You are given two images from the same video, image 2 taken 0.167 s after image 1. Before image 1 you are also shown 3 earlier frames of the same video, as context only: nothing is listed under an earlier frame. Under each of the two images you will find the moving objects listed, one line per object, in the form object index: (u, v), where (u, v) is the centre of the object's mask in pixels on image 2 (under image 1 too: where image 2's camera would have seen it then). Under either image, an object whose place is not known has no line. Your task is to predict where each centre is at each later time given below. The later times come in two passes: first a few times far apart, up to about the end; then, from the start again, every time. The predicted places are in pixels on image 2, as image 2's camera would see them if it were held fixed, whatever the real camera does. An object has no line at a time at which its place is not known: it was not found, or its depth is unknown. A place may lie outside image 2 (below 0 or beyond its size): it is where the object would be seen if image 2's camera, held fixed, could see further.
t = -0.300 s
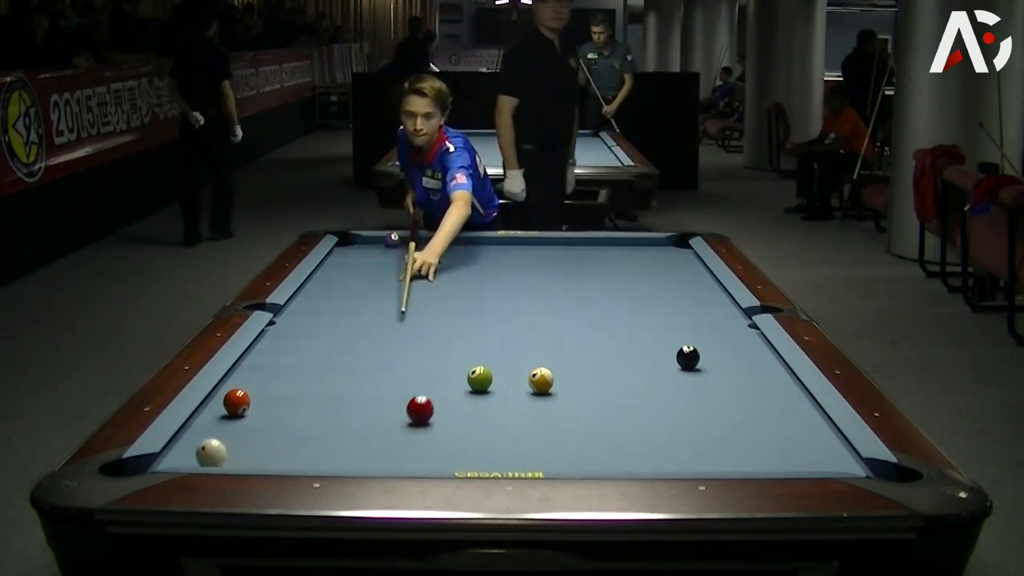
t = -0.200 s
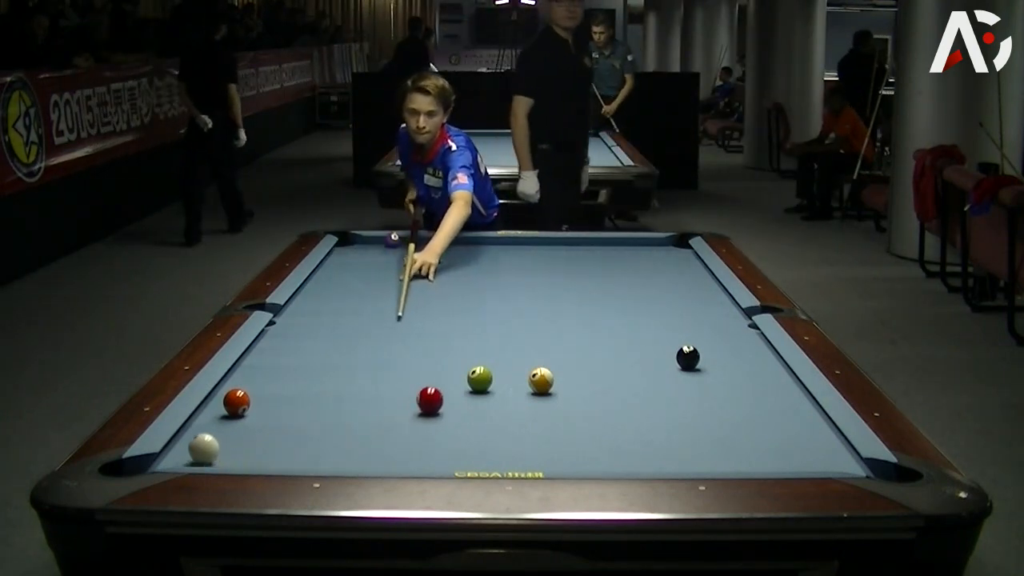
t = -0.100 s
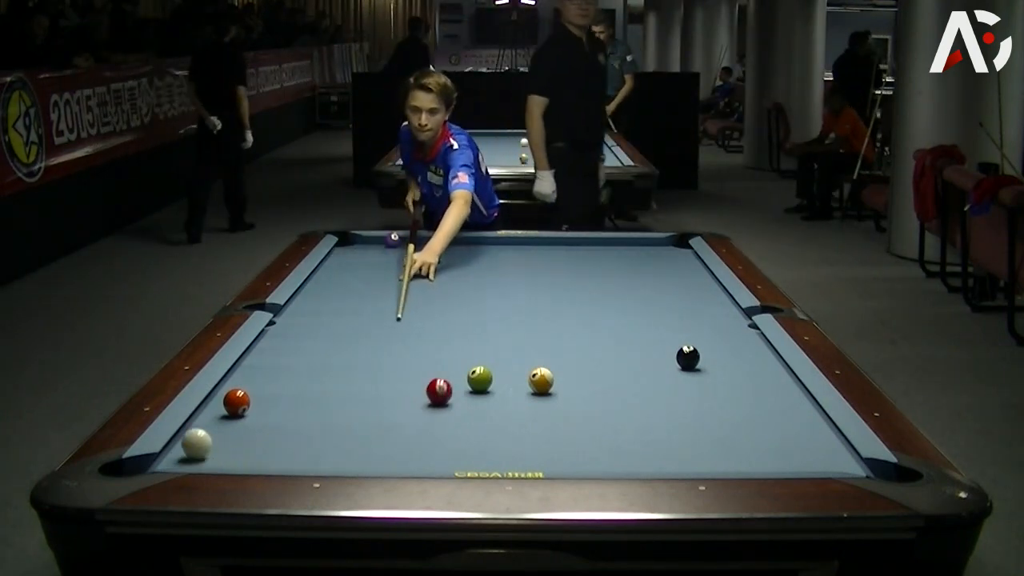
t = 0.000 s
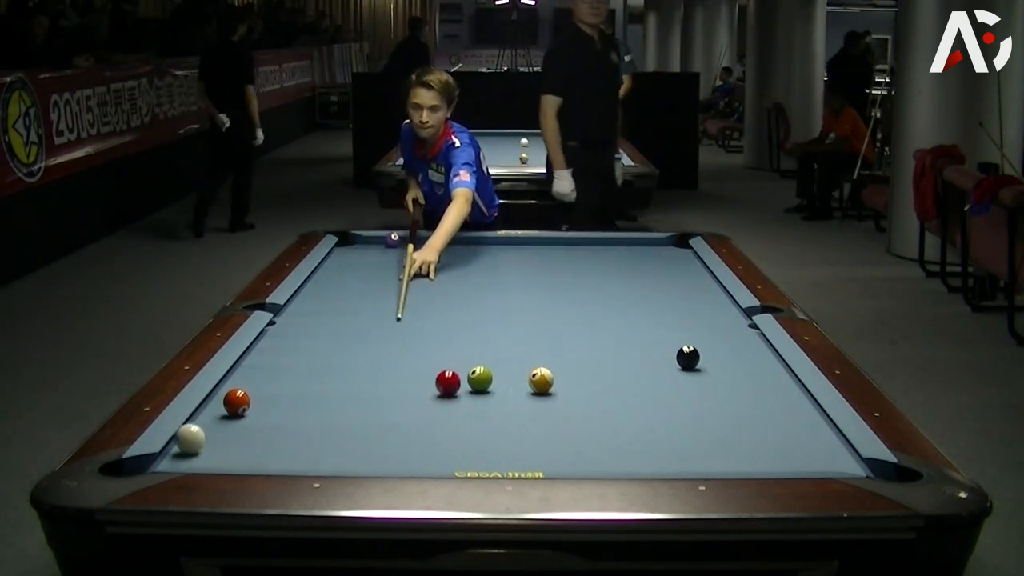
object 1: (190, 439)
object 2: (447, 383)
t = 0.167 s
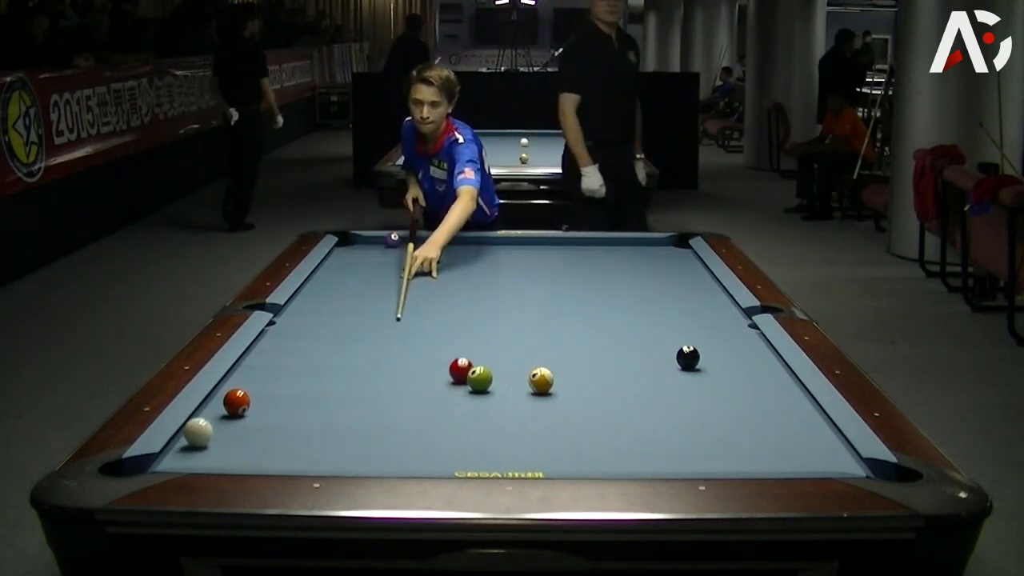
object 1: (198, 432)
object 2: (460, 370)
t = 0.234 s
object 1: (203, 429)
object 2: (464, 364)
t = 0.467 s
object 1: (221, 422)
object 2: (482, 350)
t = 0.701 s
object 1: (236, 416)
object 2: (496, 336)
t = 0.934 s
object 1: (250, 410)
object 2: (509, 324)
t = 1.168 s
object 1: (262, 405)
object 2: (521, 313)
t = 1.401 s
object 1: (273, 401)
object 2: (532, 303)
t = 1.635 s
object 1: (282, 397)
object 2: (541, 294)
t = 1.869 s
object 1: (290, 394)
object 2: (550, 286)
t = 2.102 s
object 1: (297, 391)
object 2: (557, 279)
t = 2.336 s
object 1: (302, 389)
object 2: (564, 272)
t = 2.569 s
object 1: (306, 388)
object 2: (570, 266)
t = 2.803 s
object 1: (309, 387)
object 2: (576, 261)
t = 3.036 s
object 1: (311, 386)
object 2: (582, 256)
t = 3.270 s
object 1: (311, 386)
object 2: (587, 251)
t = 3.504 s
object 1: (311, 386)
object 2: (592, 247)
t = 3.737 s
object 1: (311, 386)
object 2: (595, 243)
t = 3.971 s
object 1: (311, 386)
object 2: (599, 241)
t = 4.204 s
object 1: (311, 386)
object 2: (603, 242)
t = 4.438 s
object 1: (311, 386)
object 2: (607, 244)
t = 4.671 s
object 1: (311, 386)
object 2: (609, 245)
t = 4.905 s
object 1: (311, 386)
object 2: (612, 246)
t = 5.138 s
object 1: (311, 386)
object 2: (615, 248)
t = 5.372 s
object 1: (311, 386)
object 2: (616, 248)
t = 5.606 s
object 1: (311, 386)
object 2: (617, 249)
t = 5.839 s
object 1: (311, 386)
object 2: (618, 249)
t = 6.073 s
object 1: (311, 386)
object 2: (619, 249)
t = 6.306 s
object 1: (311, 386)
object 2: (619, 250)
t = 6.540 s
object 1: (311, 386)
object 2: (619, 250)
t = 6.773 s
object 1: (311, 386)
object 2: (619, 250)
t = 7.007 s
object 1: (311, 386)
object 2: (619, 250)
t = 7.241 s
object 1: (311, 386)
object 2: (619, 250)
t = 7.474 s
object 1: (311, 386)
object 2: (619, 250)
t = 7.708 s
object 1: (311, 386)
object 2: (619, 250)
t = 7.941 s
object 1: (311, 386)
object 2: (619, 250)
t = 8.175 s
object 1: (311, 386)
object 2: (619, 250)
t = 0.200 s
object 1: (201, 431)
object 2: (462, 367)
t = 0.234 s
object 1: (203, 429)
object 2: (464, 364)
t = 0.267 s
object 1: (206, 429)
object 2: (467, 361)
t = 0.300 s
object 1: (209, 427)
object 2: (470, 359)
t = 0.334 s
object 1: (211, 426)
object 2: (472, 357)
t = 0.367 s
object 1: (213, 425)
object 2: (475, 355)
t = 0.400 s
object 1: (216, 424)
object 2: (477, 354)
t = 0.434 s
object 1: (218, 423)
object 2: (480, 352)
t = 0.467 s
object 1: (221, 422)
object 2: (482, 350)
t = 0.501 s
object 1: (223, 421)
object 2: (484, 348)
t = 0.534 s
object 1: (225, 420)
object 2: (486, 346)
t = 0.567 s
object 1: (228, 419)
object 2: (489, 344)
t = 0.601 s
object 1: (230, 418)
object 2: (490, 342)
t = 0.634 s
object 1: (232, 418)
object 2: (492, 340)
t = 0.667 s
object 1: (234, 417)
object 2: (494, 338)
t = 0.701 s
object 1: (236, 416)
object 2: (496, 336)
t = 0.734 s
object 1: (238, 415)
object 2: (498, 334)
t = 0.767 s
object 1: (240, 414)
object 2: (500, 332)
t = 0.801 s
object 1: (242, 413)
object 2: (502, 331)
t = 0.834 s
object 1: (244, 412)
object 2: (504, 329)
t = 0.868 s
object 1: (246, 411)
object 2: (506, 327)
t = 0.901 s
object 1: (248, 411)
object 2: (508, 326)
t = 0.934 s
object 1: (250, 410)
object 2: (509, 324)
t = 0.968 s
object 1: (252, 409)
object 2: (511, 322)
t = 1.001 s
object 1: (254, 408)
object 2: (513, 321)
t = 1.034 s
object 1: (255, 407)
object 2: (515, 319)
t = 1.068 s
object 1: (257, 407)
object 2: (516, 318)
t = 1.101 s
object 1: (259, 406)
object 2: (518, 316)
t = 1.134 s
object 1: (261, 406)
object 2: (520, 314)
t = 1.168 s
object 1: (262, 405)
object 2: (521, 313)
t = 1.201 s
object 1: (264, 404)
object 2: (523, 311)
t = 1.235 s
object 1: (266, 404)
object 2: (524, 310)
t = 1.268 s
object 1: (267, 403)
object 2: (526, 308)
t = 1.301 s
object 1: (269, 402)
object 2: (527, 307)
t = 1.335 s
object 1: (270, 402)
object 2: (529, 306)
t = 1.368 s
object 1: (272, 401)
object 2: (530, 304)
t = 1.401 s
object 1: (273, 401)
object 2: (532, 303)
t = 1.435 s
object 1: (274, 400)
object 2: (533, 302)
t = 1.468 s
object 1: (276, 399)
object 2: (534, 301)
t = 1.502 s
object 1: (277, 399)
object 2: (536, 299)
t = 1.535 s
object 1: (278, 398)
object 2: (537, 298)
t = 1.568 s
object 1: (280, 398)
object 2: (539, 297)
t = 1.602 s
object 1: (281, 397)
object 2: (540, 295)
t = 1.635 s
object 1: (282, 397)
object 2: (541, 294)
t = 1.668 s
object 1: (284, 396)
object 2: (543, 293)
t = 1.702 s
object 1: (285, 396)
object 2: (544, 292)
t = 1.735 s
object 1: (286, 395)
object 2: (545, 291)
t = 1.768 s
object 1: (287, 395)
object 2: (546, 289)
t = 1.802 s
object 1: (288, 395)
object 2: (547, 288)
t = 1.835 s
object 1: (289, 394)
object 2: (549, 287)
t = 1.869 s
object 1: (290, 394)
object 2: (550, 286)
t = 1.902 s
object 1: (291, 393)
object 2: (551, 285)
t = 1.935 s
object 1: (292, 393)
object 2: (552, 284)
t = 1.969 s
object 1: (293, 393)
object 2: (553, 283)
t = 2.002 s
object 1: (294, 392)
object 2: (554, 282)
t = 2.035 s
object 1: (295, 392)
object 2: (555, 281)
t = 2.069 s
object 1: (296, 392)
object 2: (556, 280)
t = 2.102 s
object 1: (297, 391)
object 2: (557, 279)
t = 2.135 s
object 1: (298, 391)
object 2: (558, 278)
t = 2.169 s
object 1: (298, 391)
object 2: (559, 277)
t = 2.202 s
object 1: (299, 390)
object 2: (560, 276)
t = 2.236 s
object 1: (300, 390)
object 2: (561, 275)
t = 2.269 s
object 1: (301, 390)
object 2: (562, 274)
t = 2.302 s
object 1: (301, 389)
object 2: (563, 273)
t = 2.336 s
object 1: (302, 389)
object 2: (564, 272)
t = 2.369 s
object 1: (303, 389)
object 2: (565, 272)
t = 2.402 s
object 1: (303, 389)
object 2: (566, 271)
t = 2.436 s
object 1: (304, 389)
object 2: (567, 270)
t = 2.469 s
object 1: (305, 388)
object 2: (568, 269)
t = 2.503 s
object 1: (305, 388)
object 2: (569, 268)
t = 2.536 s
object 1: (306, 388)
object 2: (570, 267)
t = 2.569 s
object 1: (306, 388)
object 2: (570, 266)
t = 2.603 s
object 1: (307, 387)
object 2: (571, 266)
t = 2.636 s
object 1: (307, 387)
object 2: (572, 265)
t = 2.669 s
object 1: (308, 387)
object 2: (573, 264)
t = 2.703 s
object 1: (308, 387)
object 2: (574, 263)
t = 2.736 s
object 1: (308, 387)
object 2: (575, 263)
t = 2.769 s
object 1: (309, 387)
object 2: (575, 262)
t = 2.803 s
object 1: (309, 387)
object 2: (576, 261)
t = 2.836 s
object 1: (309, 387)
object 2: (577, 260)
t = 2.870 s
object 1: (310, 386)
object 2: (578, 259)
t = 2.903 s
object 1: (310, 386)
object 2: (579, 259)
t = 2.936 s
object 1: (310, 386)
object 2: (579, 258)
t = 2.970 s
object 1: (310, 386)
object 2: (580, 257)
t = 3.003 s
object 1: (311, 386)
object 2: (581, 256)
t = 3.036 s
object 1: (311, 386)
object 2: (582, 256)
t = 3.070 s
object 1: (311, 386)
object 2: (583, 255)
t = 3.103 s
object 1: (311, 386)
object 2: (583, 254)
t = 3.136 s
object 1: (311, 386)
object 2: (584, 254)
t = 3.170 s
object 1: (311, 386)
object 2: (585, 253)
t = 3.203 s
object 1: (311, 386)
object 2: (586, 252)
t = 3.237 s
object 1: (311, 386)
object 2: (586, 251)
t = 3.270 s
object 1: (311, 386)
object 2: (587, 251)
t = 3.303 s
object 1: (311, 386)
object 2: (588, 250)
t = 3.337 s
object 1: (311, 386)
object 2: (588, 250)
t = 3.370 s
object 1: (311, 386)
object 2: (589, 249)
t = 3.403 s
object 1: (311, 386)
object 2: (590, 248)
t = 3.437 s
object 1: (311, 386)
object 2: (590, 248)
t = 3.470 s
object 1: (311, 386)
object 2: (591, 247)
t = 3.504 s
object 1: (311, 386)
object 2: (592, 247)
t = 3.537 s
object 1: (311, 386)
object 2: (592, 246)
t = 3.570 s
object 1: (311, 386)
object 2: (593, 246)
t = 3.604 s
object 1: (311, 386)
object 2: (593, 245)
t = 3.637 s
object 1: (311, 386)
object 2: (594, 245)
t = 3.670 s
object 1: (311, 386)
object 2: (595, 245)
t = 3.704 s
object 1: (311, 386)
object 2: (595, 244)
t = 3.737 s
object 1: (311, 386)
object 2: (595, 243)
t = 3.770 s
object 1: (311, 386)
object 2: (596, 243)
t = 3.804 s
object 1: (311, 386)
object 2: (596, 242)
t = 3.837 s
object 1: (311, 386)
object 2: (597, 242)
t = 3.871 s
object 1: (311, 386)
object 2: (598, 241)
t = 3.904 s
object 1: (311, 386)
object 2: (599, 241)
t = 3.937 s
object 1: (311, 386)
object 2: (599, 241)
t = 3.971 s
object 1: (311, 386)
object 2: (599, 241)
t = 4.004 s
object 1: (311, 386)
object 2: (600, 241)
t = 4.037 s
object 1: (311, 386)
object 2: (600, 241)
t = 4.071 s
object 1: (311, 386)
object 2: (601, 241)
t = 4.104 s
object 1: (311, 386)
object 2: (601, 241)
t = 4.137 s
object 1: (311, 386)
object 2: (602, 241)
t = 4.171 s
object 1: (311, 386)
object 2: (603, 242)
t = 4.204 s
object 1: (311, 386)
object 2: (603, 242)
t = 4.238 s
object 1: (311, 386)
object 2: (604, 242)
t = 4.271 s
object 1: (311, 386)
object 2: (604, 243)
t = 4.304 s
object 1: (311, 386)
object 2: (605, 243)
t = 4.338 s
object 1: (311, 386)
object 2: (605, 243)
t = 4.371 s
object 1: (311, 386)
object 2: (606, 243)
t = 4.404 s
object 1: (311, 386)
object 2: (606, 244)
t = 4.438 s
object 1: (311, 386)
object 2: (607, 244)
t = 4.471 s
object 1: (311, 386)
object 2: (607, 244)
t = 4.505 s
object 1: (311, 386)
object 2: (607, 244)
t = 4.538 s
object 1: (311, 386)
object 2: (608, 244)
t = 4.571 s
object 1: (311, 386)
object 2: (608, 244)
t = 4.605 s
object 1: (311, 386)
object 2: (608, 245)
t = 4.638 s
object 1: (311, 386)
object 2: (609, 245)
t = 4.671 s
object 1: (311, 386)
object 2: (609, 245)
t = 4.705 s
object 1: (311, 386)
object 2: (610, 245)
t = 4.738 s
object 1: (311, 386)
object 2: (610, 245)
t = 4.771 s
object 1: (311, 386)
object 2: (611, 245)
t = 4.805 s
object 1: (311, 386)
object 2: (611, 246)
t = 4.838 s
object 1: (311, 386)
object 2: (612, 246)
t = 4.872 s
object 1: (311, 386)
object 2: (612, 246)
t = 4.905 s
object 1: (311, 386)
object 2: (612, 246)
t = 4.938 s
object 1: (311, 386)
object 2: (613, 247)
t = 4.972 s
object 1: (311, 386)
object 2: (613, 247)
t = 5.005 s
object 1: (311, 386)
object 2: (613, 247)
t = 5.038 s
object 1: (311, 386)
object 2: (614, 247)
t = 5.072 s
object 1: (311, 386)
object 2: (614, 247)
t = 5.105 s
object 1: (311, 386)
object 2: (614, 247)
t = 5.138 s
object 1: (311, 386)
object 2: (615, 248)
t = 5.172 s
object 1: (311, 386)
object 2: (615, 248)
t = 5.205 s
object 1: (311, 386)
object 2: (615, 248)
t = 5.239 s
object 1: (311, 386)
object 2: (615, 248)
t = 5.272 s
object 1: (311, 386)
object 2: (615, 248)
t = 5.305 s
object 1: (311, 386)
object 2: (616, 248)
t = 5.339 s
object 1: (311, 386)
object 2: (616, 248)
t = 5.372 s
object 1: (311, 386)
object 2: (616, 248)
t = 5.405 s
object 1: (311, 386)
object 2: (616, 248)
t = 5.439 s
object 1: (311, 386)
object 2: (616, 248)
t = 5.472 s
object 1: (311, 386)
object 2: (617, 249)
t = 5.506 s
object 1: (311, 386)
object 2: (617, 249)
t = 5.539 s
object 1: (311, 386)
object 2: (617, 249)
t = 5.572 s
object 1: (311, 386)
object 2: (617, 249)
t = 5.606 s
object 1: (311, 386)
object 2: (617, 249)
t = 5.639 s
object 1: (311, 386)
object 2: (617, 249)
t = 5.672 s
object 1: (311, 386)
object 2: (618, 249)
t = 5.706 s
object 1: (311, 386)
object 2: (618, 249)
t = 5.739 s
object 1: (311, 386)
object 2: (618, 249)
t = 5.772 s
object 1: (311, 386)
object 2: (618, 249)
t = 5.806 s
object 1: (311, 386)
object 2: (618, 249)
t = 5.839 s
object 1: (311, 386)
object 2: (618, 249)
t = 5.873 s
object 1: (311, 386)
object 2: (619, 249)
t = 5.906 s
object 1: (311, 386)
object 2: (619, 249)
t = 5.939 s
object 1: (311, 386)
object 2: (619, 249)
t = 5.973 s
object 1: (311, 386)
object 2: (619, 249)
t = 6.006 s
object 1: (311, 386)
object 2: (619, 249)
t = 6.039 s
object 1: (311, 386)
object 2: (619, 249)
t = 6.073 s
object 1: (311, 386)
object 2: (619, 249)
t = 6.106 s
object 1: (311, 386)
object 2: (619, 249)
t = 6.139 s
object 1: (311, 386)
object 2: (619, 250)
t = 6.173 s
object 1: (311, 386)
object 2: (619, 250)
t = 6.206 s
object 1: (311, 386)
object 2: (619, 250)
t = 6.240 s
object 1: (311, 386)
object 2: (619, 250)
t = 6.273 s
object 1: (311, 386)
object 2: (619, 250)
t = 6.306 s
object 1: (311, 386)
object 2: (619, 250)
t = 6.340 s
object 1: (311, 386)
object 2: (619, 250)
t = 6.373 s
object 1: (311, 386)
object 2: (619, 250)
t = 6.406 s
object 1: (311, 386)
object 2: (619, 250)
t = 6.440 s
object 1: (311, 386)
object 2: (619, 250)
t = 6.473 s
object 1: (311, 386)
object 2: (619, 250)
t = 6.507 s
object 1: (311, 386)
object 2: (619, 250)
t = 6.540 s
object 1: (311, 386)
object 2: (619, 250)
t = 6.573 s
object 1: (311, 386)
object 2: (619, 250)
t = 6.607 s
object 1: (311, 386)
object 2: (619, 250)
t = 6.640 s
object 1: (311, 386)
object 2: (619, 250)
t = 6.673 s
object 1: (311, 386)
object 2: (619, 250)
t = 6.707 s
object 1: (311, 386)
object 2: (619, 250)
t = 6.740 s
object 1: (311, 386)
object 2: (619, 250)
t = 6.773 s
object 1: (311, 386)
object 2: (619, 250)
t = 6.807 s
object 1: (311, 386)
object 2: (619, 250)
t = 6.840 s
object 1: (311, 386)
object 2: (619, 250)
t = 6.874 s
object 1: (311, 386)
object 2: (619, 250)
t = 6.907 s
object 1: (311, 386)
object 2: (619, 250)
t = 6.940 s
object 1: (311, 386)
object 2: (619, 250)
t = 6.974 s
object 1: (311, 386)
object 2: (619, 250)
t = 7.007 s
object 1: (311, 386)
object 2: (619, 250)
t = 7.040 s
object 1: (311, 386)
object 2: (619, 250)
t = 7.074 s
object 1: (311, 386)
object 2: (619, 250)
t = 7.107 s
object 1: (311, 386)
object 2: (619, 250)
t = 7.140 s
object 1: (311, 386)
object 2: (619, 250)
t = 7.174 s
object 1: (311, 386)
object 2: (619, 250)
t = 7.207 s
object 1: (311, 386)
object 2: (619, 250)
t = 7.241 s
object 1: (311, 386)
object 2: (619, 250)
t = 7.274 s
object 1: (311, 386)
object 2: (619, 250)
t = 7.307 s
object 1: (311, 386)
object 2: (619, 250)
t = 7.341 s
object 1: (311, 386)
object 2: (619, 250)
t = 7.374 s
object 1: (311, 386)
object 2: (619, 250)
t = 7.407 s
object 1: (311, 386)
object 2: (619, 250)
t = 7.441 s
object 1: (311, 386)
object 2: (619, 250)
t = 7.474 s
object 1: (311, 386)
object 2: (619, 250)
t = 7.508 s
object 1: (311, 386)
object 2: (619, 250)
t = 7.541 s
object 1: (311, 386)
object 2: (619, 250)
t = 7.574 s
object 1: (311, 386)
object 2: (619, 250)
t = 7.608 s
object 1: (311, 386)
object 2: (619, 250)
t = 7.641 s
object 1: (311, 386)
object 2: (619, 250)
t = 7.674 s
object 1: (311, 386)
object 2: (619, 250)
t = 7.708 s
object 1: (311, 386)
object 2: (619, 250)
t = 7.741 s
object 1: (311, 386)
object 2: (619, 250)
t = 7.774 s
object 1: (311, 386)
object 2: (619, 250)
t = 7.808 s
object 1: (311, 386)
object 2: (619, 250)
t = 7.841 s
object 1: (311, 386)
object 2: (619, 250)
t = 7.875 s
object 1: (311, 386)
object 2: (619, 250)
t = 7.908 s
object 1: (311, 386)
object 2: (619, 250)
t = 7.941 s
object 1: (311, 386)
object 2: (619, 250)
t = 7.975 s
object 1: (311, 386)
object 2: (619, 250)
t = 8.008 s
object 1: (311, 386)
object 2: (619, 250)
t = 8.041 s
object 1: (311, 386)
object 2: (619, 250)
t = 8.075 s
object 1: (311, 386)
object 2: (619, 250)
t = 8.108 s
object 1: (311, 386)
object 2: (619, 250)
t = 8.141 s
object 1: (311, 386)
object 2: (619, 250)
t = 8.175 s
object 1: (311, 386)
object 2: (619, 250)
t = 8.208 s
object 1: (311, 386)
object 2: (619, 250)
